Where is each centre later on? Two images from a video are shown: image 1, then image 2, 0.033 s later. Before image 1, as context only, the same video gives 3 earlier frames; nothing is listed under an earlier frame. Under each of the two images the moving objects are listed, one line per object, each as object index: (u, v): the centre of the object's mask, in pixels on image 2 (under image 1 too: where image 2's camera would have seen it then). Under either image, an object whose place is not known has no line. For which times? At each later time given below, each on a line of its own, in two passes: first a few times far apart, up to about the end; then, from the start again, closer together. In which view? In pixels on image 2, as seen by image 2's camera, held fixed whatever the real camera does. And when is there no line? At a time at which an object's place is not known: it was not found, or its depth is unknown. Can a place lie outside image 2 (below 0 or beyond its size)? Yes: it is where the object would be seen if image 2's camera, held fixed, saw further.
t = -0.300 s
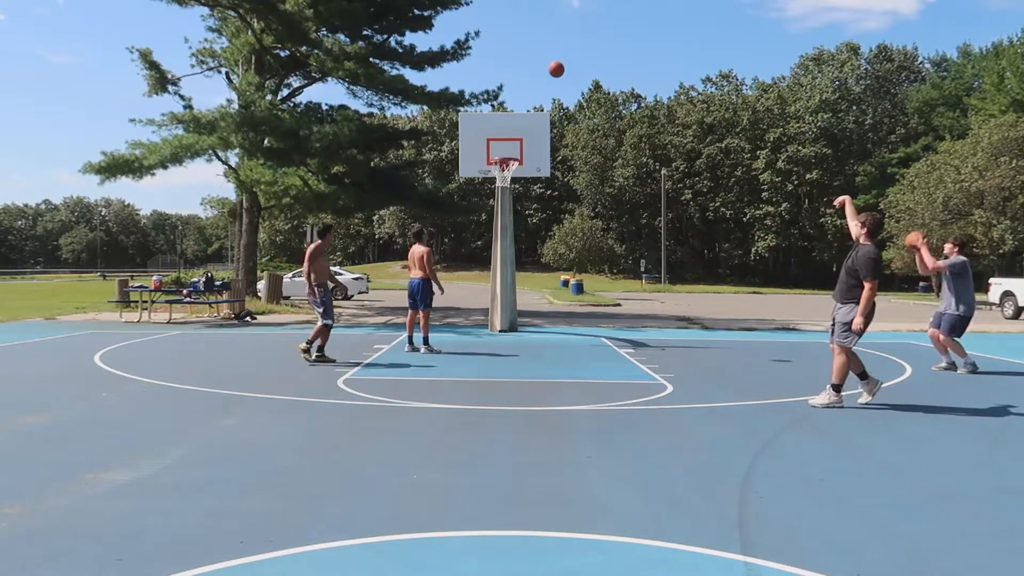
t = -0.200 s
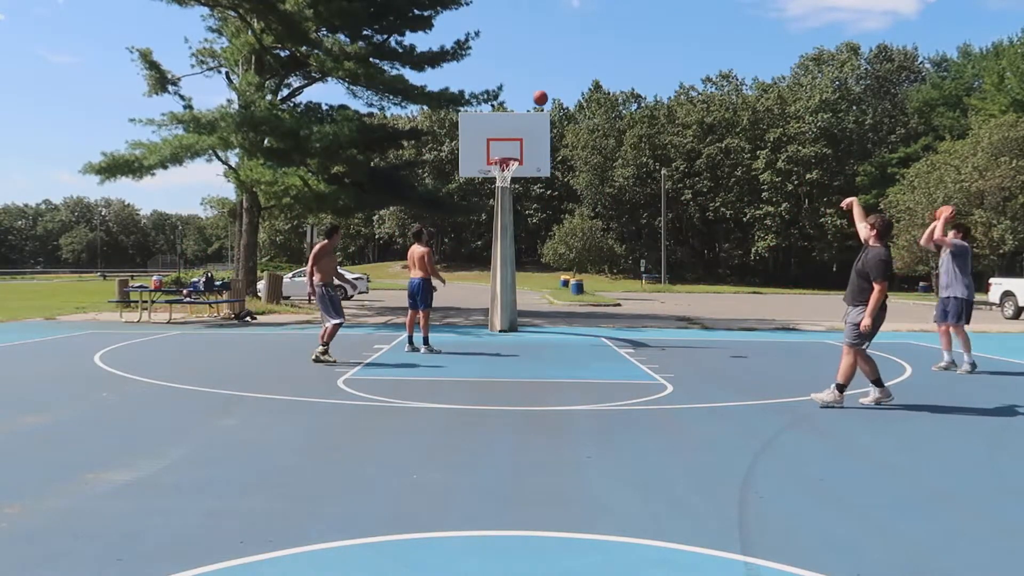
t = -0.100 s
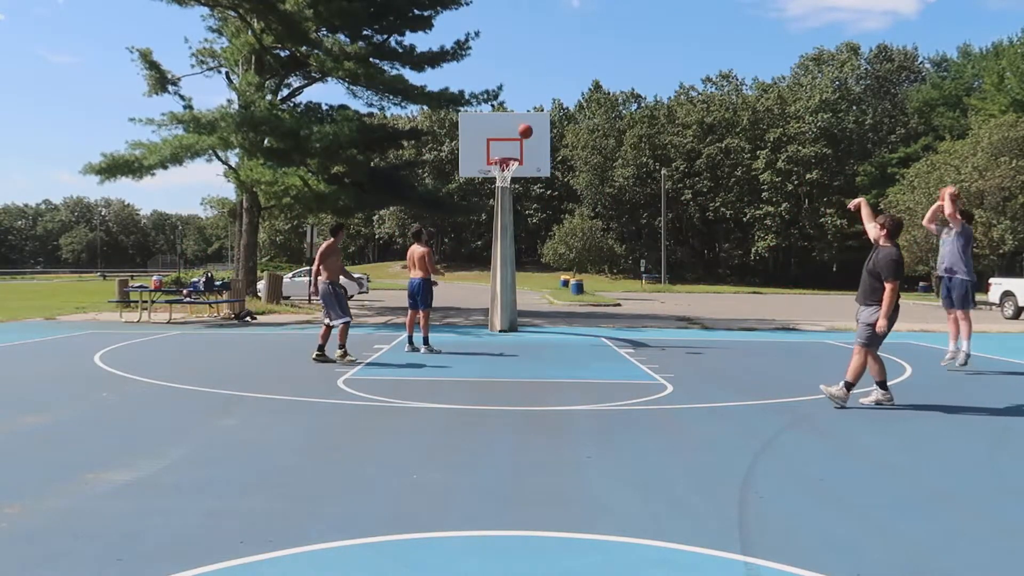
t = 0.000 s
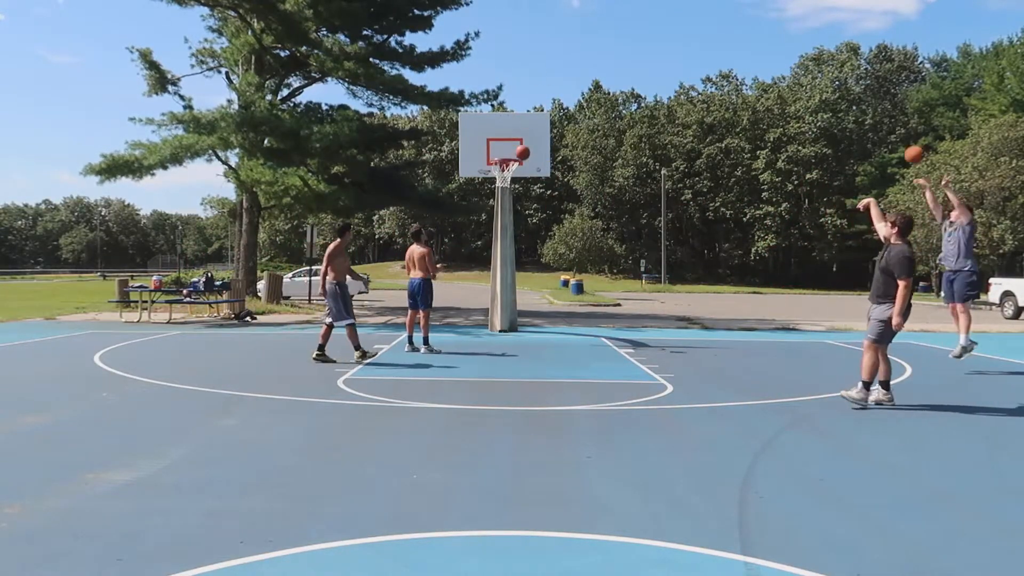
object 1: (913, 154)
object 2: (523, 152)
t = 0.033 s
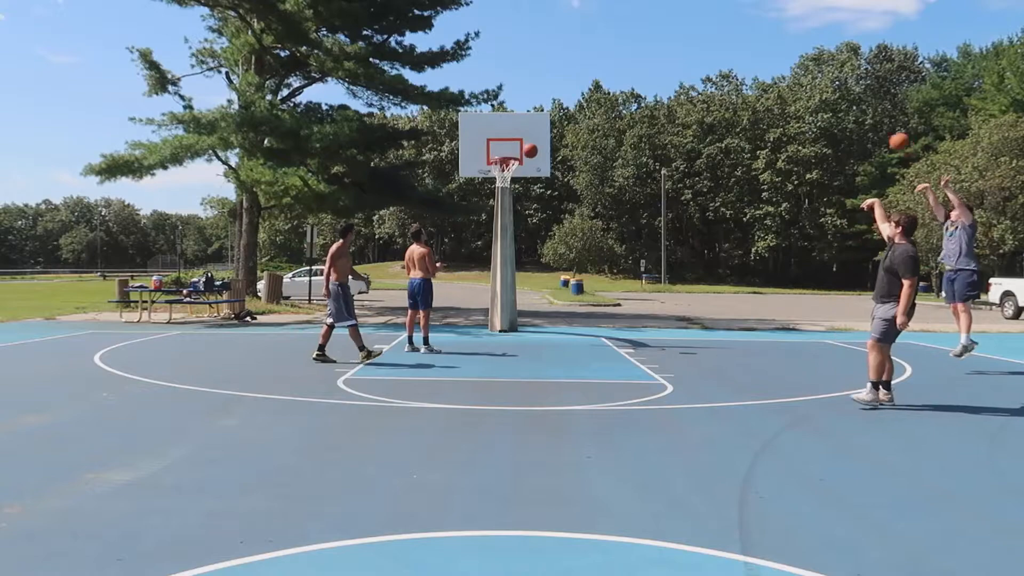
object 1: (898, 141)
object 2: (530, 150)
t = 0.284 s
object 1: (793, 75)
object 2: (591, 156)
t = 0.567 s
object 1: (684, 57)
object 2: (674, 224)
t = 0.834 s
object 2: (770, 369)
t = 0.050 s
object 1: (891, 136)
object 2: (534, 149)
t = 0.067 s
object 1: (884, 129)
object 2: (538, 149)
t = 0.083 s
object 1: (877, 124)
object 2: (541, 148)
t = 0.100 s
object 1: (869, 119)
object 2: (544, 148)
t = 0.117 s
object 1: (862, 114)
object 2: (548, 147)
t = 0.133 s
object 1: (855, 108)
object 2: (552, 147)
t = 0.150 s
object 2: (557, 147)
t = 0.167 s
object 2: (561, 147)
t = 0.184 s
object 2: (565, 148)
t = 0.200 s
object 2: (569, 149)
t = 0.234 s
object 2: (578, 151)
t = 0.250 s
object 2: (583, 152)
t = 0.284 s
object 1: (793, 75)
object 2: (591, 156)
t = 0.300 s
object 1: (785, 73)
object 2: (596, 158)
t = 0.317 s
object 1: (779, 70)
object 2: (600, 160)
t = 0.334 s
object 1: (772, 68)
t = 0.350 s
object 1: (766, 66)
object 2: (610, 165)
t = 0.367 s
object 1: (759, 64)
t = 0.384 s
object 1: (753, 63)
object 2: (619, 171)
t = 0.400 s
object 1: (747, 61)
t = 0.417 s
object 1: (740, 60)
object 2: (628, 179)
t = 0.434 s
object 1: (734, 59)
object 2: (634, 183)
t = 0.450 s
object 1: (727, 58)
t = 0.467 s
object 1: (721, 57)
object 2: (643, 191)
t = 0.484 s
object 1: (715, 57)
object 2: (649, 196)
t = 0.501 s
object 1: (709, 57)
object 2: (654, 201)
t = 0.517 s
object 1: (703, 57)
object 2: (658, 206)
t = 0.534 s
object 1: (696, 57)
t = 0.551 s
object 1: (691, 57)
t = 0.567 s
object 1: (684, 57)
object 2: (674, 224)
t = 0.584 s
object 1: (678, 58)
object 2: (680, 230)
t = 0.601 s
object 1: (672, 59)
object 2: (686, 237)
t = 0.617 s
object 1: (666, 60)
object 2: (691, 244)
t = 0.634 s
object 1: (661, 61)
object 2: (697, 252)
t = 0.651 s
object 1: (655, 63)
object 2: (703, 259)
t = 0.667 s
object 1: (649, 64)
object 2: (708, 267)
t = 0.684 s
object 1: (643, 66)
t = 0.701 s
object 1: (638, 68)
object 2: (720, 285)
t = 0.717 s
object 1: (632, 70)
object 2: (726, 294)
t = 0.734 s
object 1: (626, 72)
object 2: (733, 304)
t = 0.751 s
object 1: (621, 75)
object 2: (739, 314)
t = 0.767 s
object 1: (615, 77)
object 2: (744, 324)
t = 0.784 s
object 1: (610, 80)
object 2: (751, 334)
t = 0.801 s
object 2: (757, 346)
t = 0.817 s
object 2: (763, 357)
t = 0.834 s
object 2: (770, 369)
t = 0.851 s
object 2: (775, 371)
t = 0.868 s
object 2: (780, 363)
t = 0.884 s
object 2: (785, 354)
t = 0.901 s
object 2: (790, 347)
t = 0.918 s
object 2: (796, 338)
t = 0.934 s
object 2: (800, 330)
